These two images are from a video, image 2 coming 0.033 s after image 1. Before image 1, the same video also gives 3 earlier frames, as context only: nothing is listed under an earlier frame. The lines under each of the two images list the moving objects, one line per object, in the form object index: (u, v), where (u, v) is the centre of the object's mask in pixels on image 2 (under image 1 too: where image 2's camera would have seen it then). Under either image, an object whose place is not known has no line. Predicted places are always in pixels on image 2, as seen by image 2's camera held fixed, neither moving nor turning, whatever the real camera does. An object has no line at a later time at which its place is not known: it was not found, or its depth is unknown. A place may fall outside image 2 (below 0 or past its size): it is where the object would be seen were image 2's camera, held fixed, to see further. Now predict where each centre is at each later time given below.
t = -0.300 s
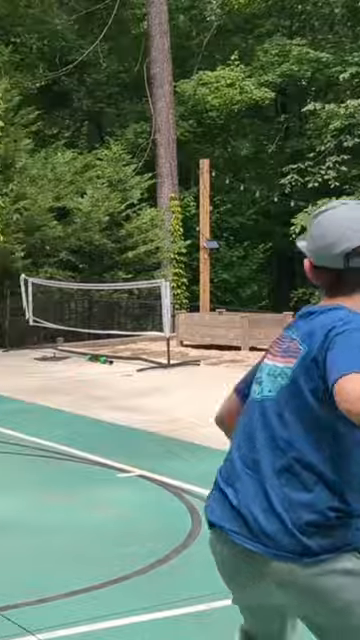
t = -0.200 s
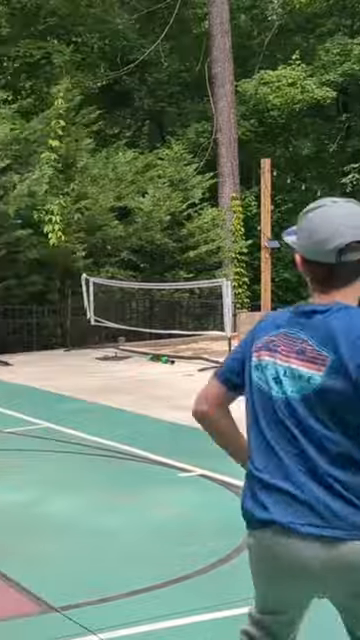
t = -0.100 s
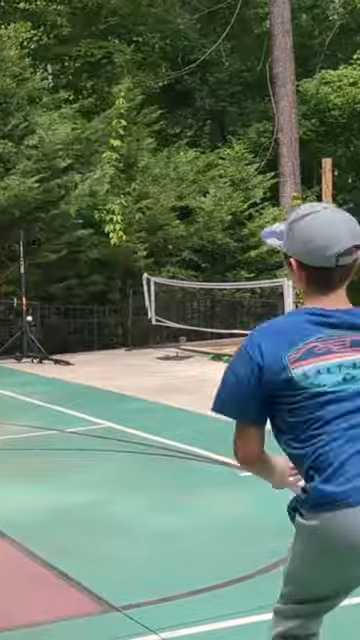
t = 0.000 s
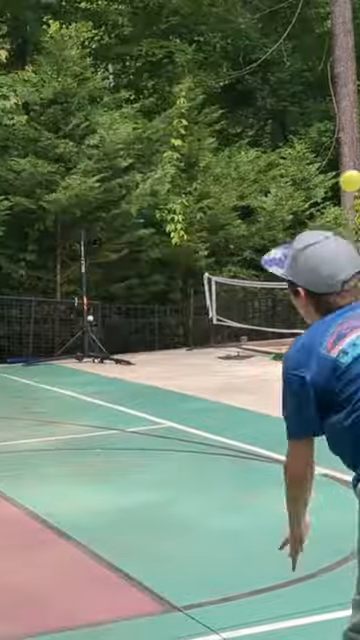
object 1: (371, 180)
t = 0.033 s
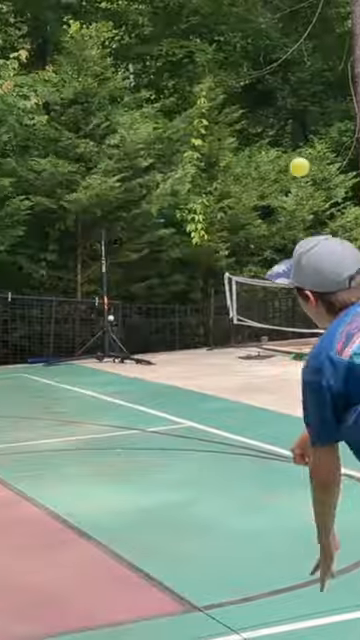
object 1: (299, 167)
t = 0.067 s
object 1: (242, 159)
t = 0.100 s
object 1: (196, 154)
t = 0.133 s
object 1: (158, 155)
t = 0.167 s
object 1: (125, 157)
